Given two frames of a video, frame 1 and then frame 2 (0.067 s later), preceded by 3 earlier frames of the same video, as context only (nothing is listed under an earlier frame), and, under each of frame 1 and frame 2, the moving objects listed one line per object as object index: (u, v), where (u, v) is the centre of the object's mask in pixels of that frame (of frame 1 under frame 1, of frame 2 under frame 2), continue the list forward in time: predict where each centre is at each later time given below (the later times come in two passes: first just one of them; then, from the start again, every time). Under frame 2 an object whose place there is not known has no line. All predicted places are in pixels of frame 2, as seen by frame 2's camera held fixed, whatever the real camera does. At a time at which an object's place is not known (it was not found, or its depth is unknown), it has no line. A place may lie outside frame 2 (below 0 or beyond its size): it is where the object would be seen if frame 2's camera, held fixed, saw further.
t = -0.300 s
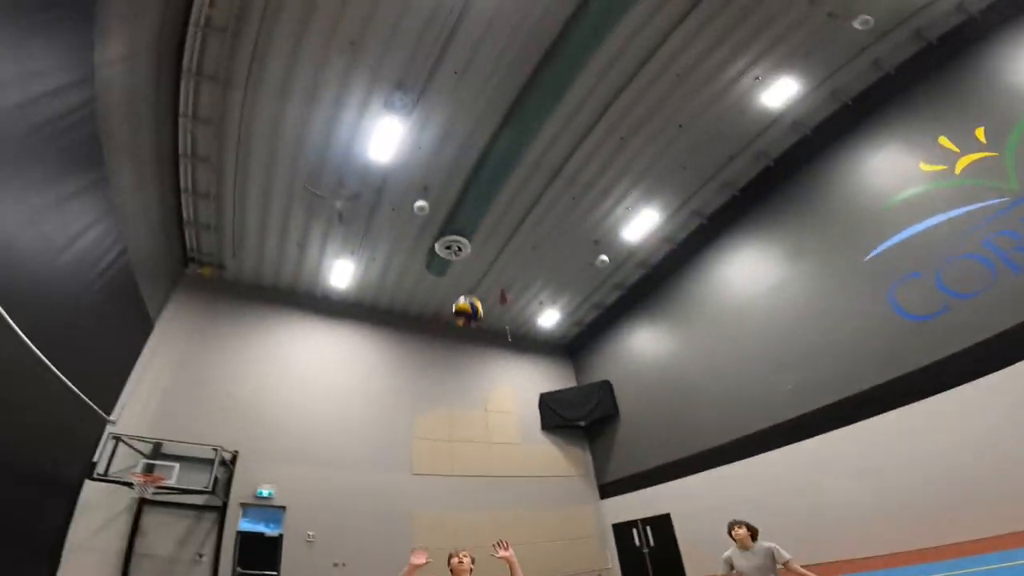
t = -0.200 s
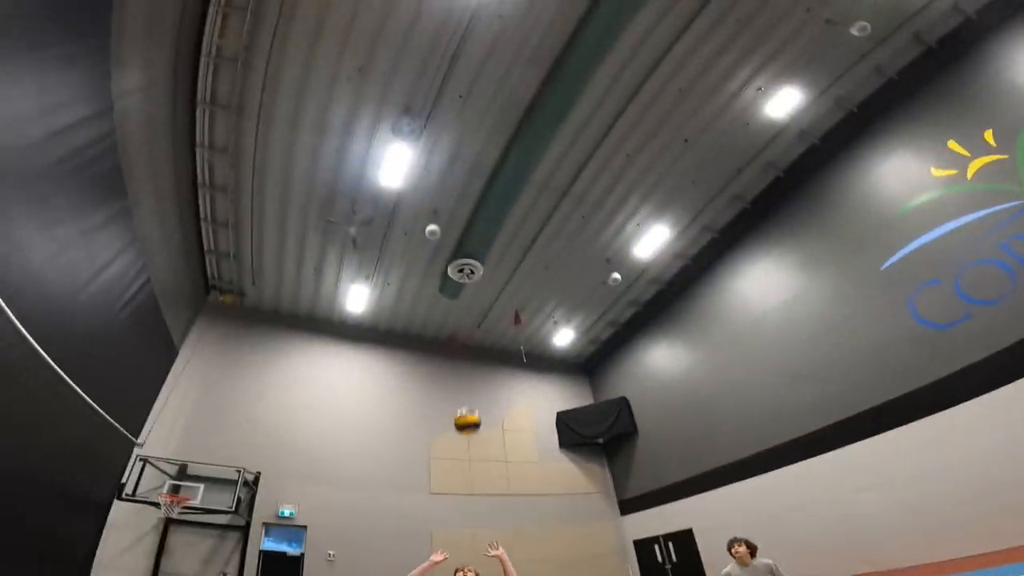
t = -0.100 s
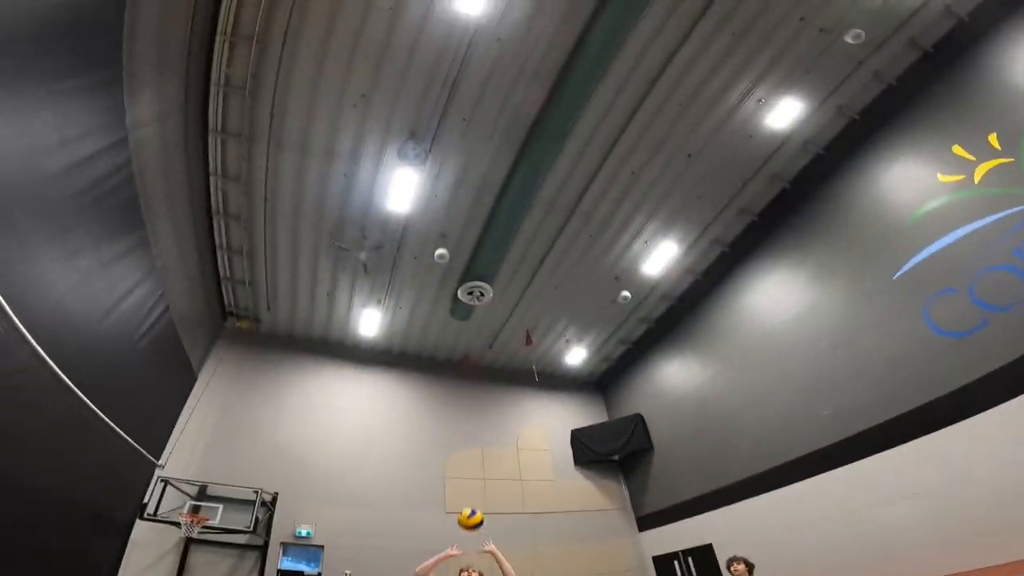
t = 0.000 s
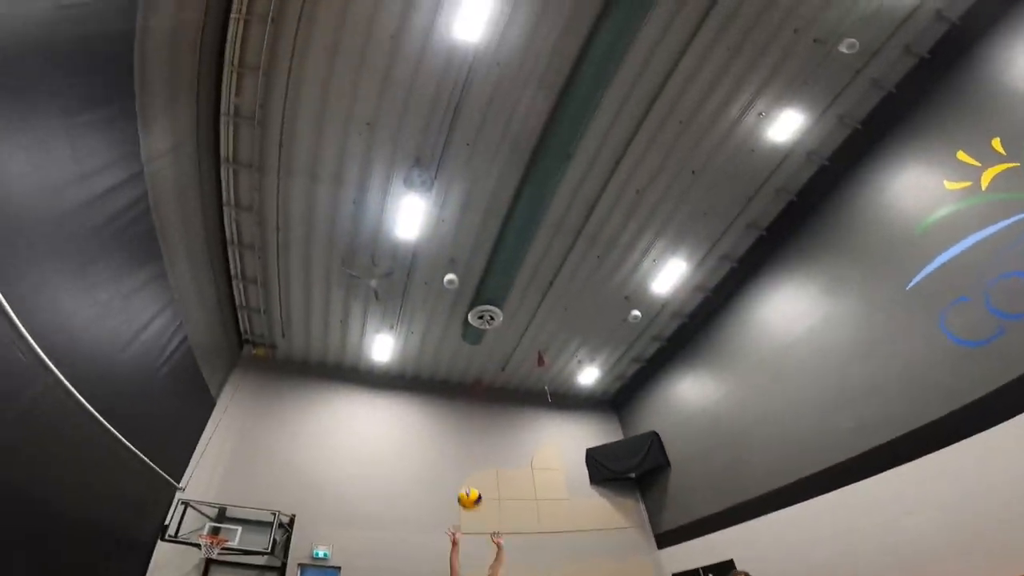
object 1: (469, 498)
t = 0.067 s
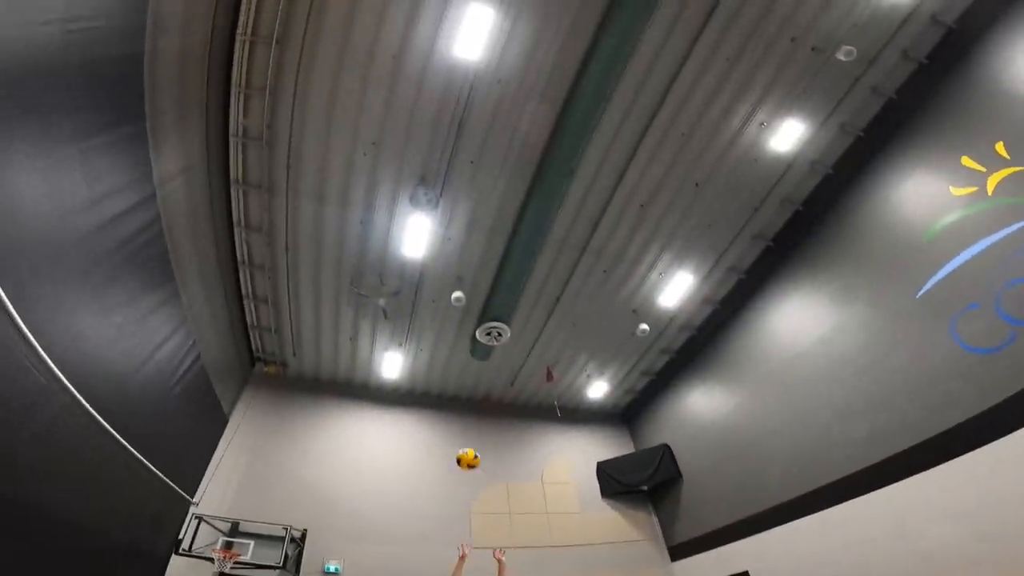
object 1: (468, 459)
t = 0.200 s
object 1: (449, 369)
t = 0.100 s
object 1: (463, 433)
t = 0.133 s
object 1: (458, 410)
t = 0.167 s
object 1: (454, 389)
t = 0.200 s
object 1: (449, 369)
